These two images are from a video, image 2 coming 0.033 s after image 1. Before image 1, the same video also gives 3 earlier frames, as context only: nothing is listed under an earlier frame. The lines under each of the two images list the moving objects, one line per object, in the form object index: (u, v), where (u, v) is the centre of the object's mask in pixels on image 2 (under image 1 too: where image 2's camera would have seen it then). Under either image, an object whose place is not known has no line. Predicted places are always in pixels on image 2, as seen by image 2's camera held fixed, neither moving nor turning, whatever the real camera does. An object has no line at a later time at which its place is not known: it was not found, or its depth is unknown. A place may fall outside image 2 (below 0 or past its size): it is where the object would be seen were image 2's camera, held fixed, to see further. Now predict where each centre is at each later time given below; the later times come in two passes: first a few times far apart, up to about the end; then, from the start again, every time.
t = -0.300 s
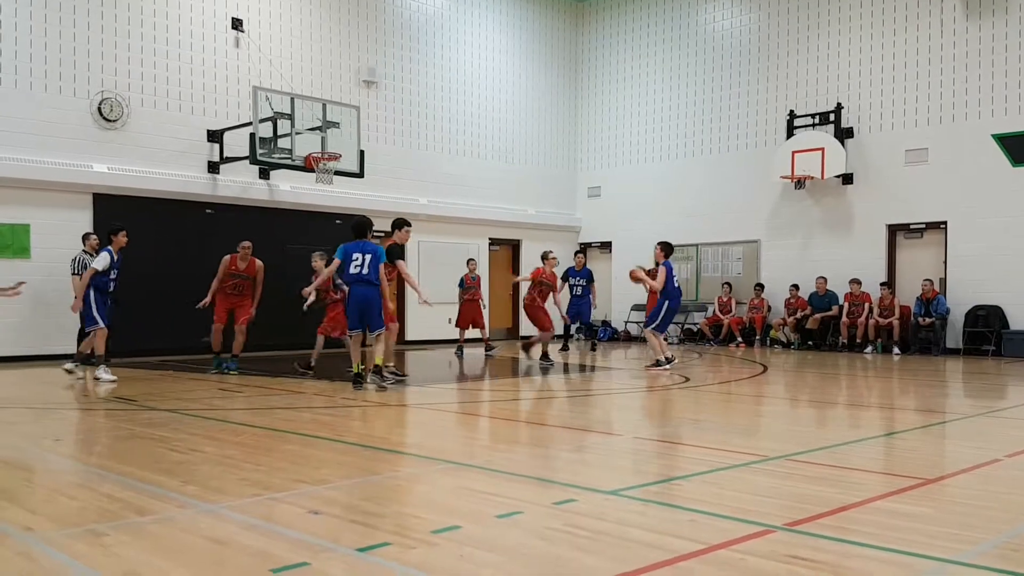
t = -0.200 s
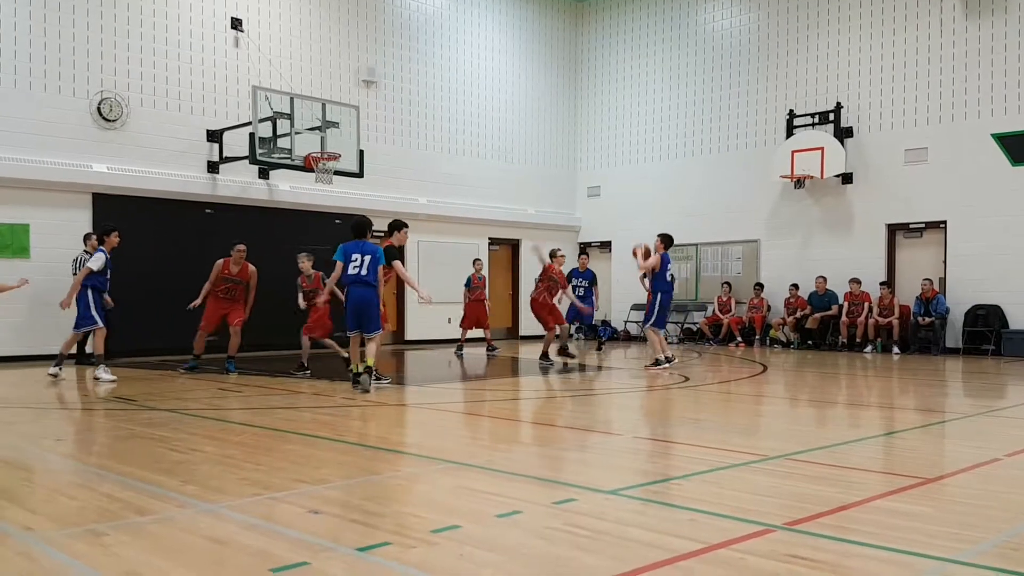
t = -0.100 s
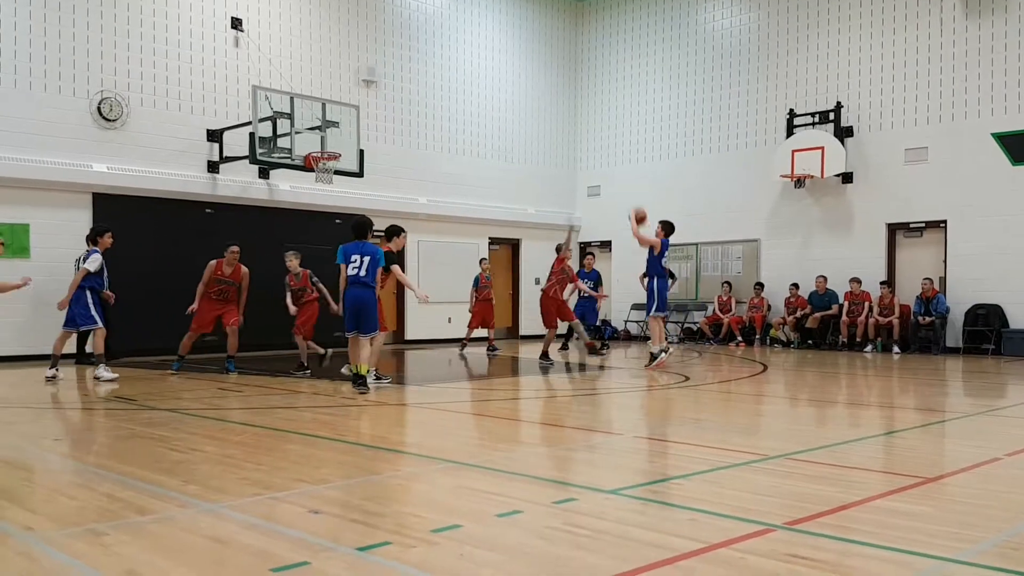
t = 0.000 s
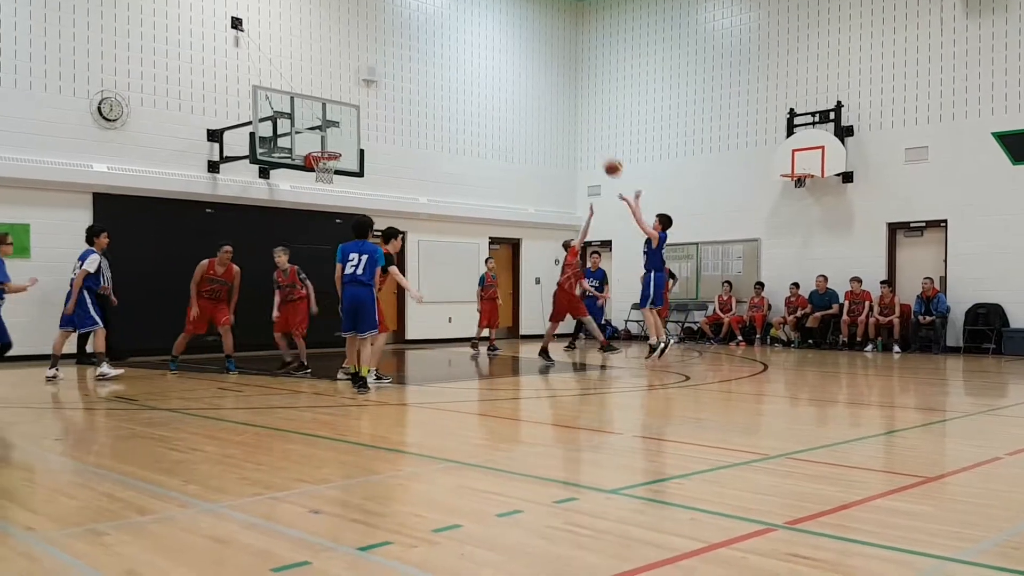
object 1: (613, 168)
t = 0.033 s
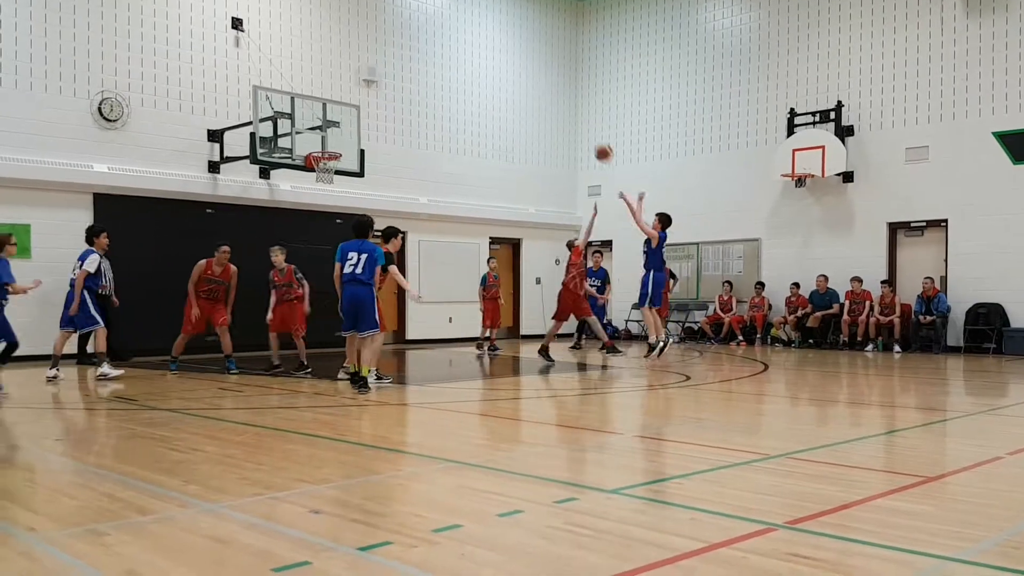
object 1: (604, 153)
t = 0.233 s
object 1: (548, 84)
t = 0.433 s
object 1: (493, 45)
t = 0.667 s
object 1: (434, 37)
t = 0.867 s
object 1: (385, 61)
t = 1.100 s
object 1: (331, 122)
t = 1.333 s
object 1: (346, 110)
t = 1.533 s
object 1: (388, 79)
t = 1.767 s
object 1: (439, 75)
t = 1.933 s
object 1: (477, 98)
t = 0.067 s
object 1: (594, 139)
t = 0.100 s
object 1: (585, 126)
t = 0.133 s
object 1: (575, 114)
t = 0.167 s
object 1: (566, 103)
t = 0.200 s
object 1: (557, 93)
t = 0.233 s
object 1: (548, 84)
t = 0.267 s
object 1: (539, 75)
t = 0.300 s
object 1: (529, 68)
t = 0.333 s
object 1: (520, 60)
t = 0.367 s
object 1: (511, 54)
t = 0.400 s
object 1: (503, 49)
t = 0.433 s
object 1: (493, 45)
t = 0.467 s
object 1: (485, 41)
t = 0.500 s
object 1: (476, 38)
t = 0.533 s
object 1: (467, 37)
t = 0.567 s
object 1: (459, 35)
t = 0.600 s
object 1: (451, 35)
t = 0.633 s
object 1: (442, 36)
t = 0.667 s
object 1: (434, 37)
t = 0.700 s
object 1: (425, 39)
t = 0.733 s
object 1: (418, 42)
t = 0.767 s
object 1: (409, 46)
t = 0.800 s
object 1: (401, 50)
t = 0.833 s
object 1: (393, 55)
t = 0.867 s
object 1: (385, 61)
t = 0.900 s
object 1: (377, 68)
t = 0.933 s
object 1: (369, 76)
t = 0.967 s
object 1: (362, 83)
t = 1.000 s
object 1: (354, 92)
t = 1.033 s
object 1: (347, 102)
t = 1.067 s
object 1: (339, 111)
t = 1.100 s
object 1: (331, 122)
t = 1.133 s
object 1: (324, 133)
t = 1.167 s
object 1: (317, 144)
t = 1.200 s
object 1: (319, 144)
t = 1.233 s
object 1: (325, 135)
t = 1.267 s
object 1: (333, 126)
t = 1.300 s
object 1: (338, 118)
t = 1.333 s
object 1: (346, 110)
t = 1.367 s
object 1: (352, 103)
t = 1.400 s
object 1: (359, 97)
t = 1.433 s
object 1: (366, 91)
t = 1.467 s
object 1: (373, 86)
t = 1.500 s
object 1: (381, 82)
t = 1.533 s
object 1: (388, 79)
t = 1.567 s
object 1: (395, 76)
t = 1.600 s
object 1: (402, 74)
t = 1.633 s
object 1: (409, 73)
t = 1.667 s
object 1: (417, 73)
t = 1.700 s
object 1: (424, 73)
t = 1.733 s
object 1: (431, 74)
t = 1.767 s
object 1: (439, 75)
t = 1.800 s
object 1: (446, 78)
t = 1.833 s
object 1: (454, 82)
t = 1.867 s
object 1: (461, 86)
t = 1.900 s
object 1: (469, 92)
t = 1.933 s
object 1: (477, 98)
